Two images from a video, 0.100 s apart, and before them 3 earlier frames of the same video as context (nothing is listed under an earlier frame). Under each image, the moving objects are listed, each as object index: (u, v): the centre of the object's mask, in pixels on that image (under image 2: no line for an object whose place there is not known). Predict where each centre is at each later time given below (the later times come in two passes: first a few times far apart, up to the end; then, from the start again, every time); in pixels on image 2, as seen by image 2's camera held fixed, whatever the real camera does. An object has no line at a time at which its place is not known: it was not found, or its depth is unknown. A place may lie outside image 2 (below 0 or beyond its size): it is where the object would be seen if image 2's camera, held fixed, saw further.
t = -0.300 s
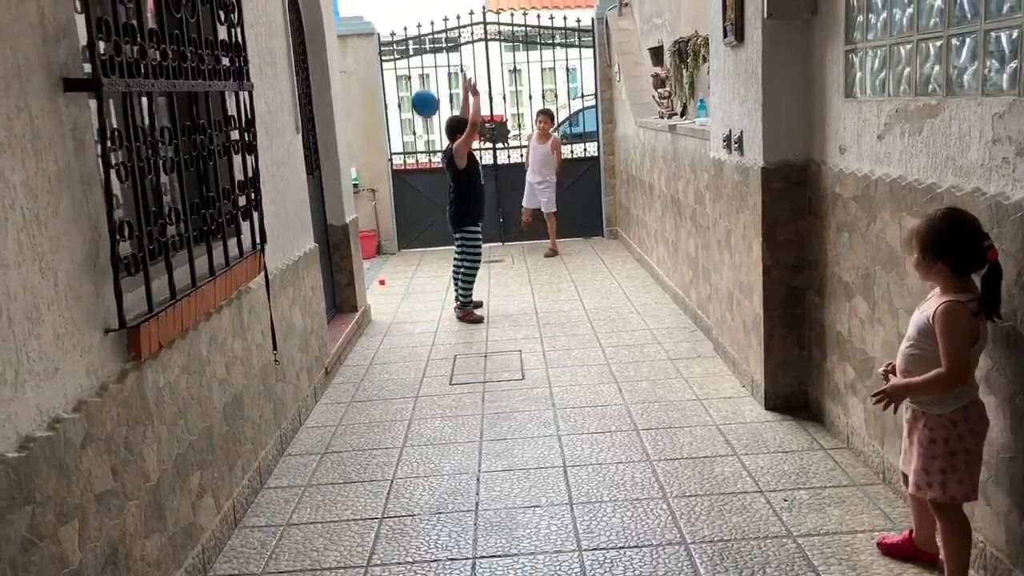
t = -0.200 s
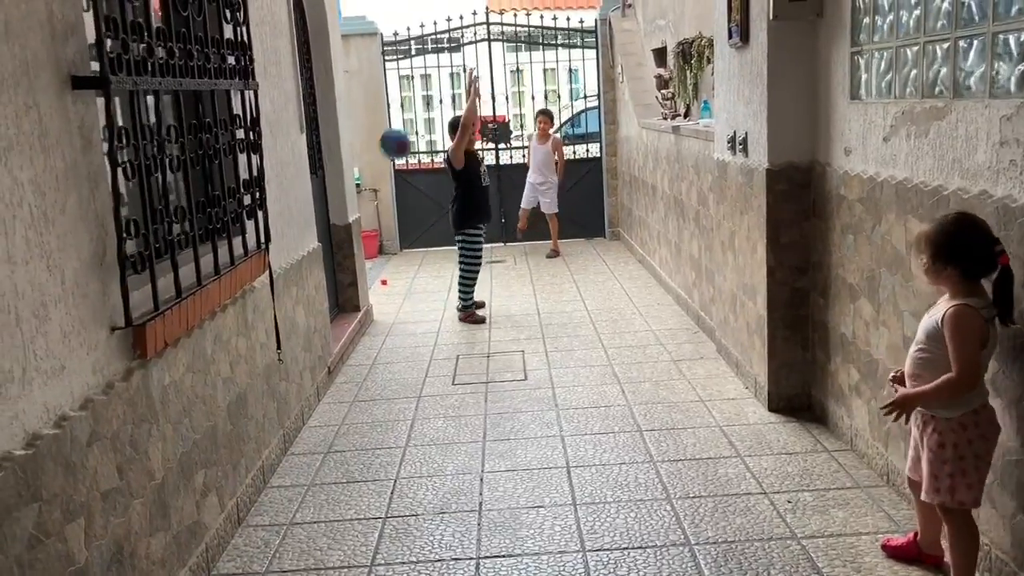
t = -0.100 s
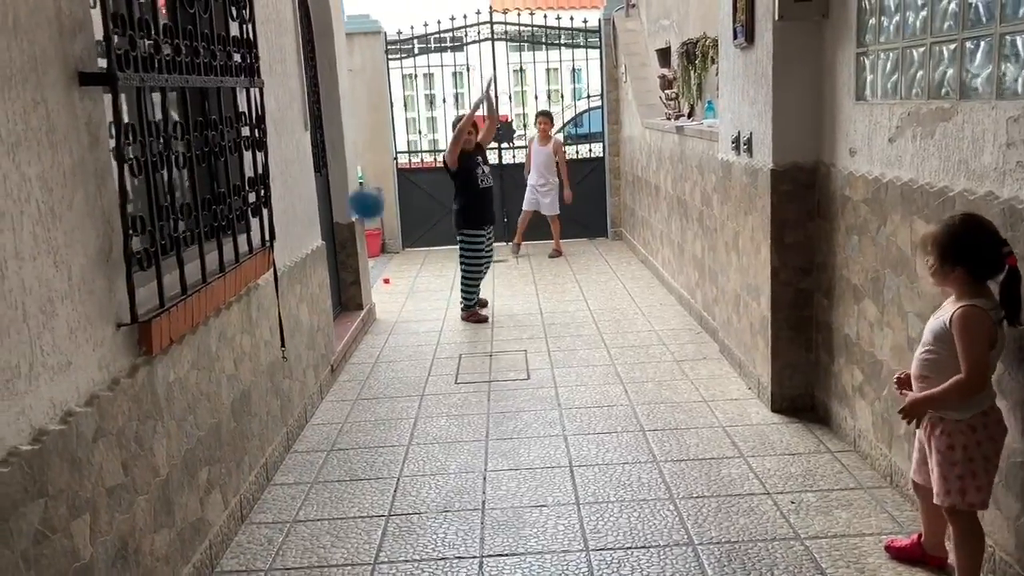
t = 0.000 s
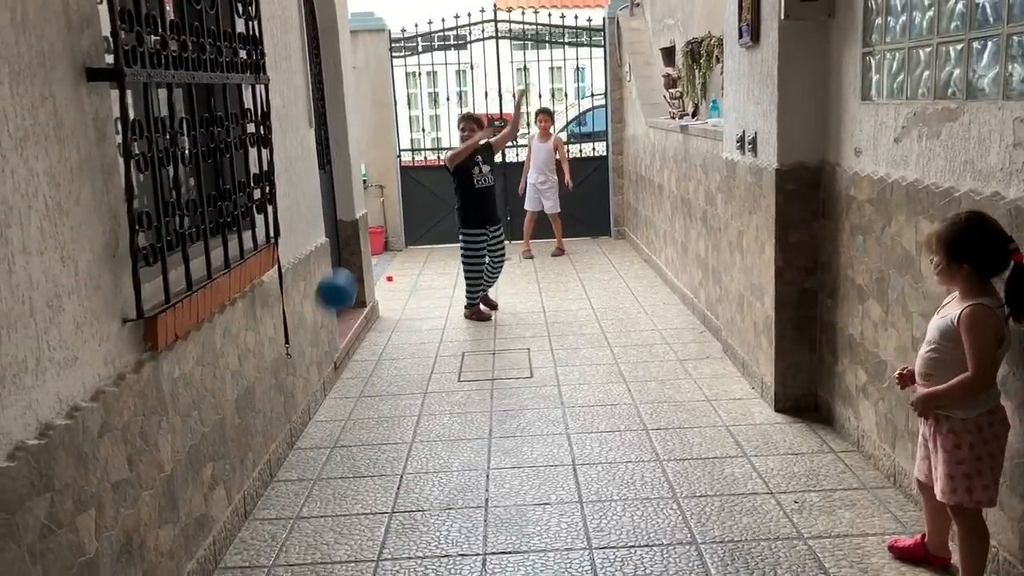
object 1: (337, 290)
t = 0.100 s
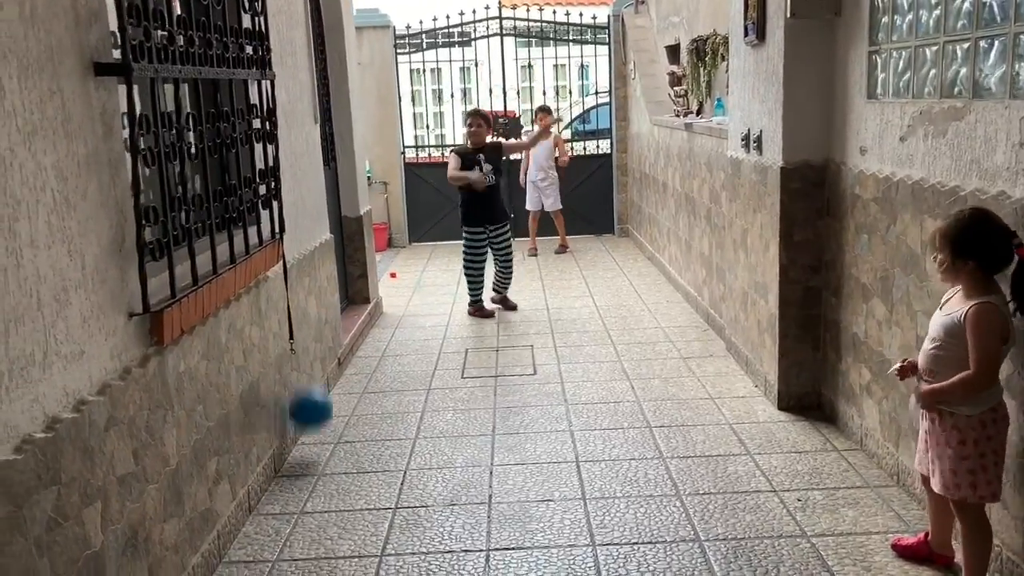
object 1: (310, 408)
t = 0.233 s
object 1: (323, 383)
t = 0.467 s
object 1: (355, 325)
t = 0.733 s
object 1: (412, 445)
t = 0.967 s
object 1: (465, 528)
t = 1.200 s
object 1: (530, 497)
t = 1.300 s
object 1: (565, 550)
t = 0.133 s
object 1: (314, 445)
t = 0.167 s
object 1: (317, 423)
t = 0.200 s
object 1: (320, 400)
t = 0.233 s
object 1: (323, 383)
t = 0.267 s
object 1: (327, 368)
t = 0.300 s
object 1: (331, 355)
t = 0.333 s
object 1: (335, 346)
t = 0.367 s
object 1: (339, 338)
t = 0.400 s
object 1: (344, 332)
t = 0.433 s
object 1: (349, 326)
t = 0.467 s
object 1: (355, 325)
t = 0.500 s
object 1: (361, 327)
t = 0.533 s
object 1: (368, 334)
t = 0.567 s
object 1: (375, 346)
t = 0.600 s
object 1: (382, 360)
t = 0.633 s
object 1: (389, 377)
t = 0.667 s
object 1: (395, 397)
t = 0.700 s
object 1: (403, 418)
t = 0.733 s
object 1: (412, 445)
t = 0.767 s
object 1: (421, 477)
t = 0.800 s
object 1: (430, 516)
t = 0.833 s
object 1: (440, 560)
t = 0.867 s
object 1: (448, 595)
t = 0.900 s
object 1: (454, 572)
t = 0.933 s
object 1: (459, 549)
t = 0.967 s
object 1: (465, 528)
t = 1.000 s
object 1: (472, 510)
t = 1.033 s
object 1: (479, 496)
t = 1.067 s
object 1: (489, 487)
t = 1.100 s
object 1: (498, 482)
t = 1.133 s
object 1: (507, 482)
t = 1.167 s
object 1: (519, 487)
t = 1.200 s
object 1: (530, 497)
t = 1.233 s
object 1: (539, 509)
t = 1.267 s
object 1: (552, 527)
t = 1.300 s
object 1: (565, 550)
